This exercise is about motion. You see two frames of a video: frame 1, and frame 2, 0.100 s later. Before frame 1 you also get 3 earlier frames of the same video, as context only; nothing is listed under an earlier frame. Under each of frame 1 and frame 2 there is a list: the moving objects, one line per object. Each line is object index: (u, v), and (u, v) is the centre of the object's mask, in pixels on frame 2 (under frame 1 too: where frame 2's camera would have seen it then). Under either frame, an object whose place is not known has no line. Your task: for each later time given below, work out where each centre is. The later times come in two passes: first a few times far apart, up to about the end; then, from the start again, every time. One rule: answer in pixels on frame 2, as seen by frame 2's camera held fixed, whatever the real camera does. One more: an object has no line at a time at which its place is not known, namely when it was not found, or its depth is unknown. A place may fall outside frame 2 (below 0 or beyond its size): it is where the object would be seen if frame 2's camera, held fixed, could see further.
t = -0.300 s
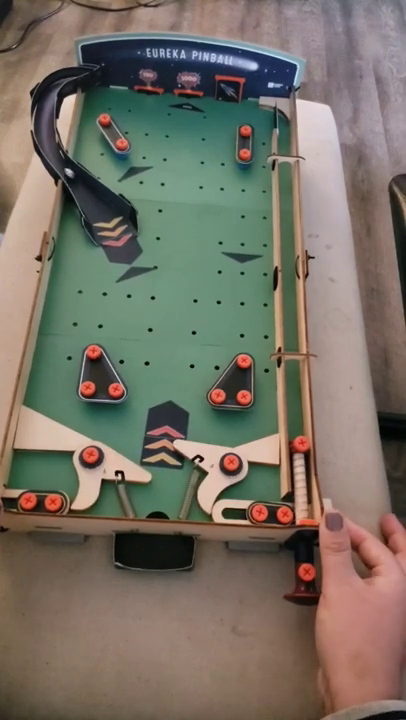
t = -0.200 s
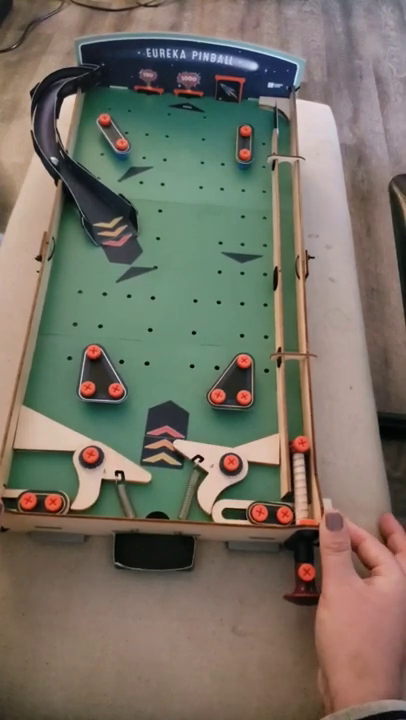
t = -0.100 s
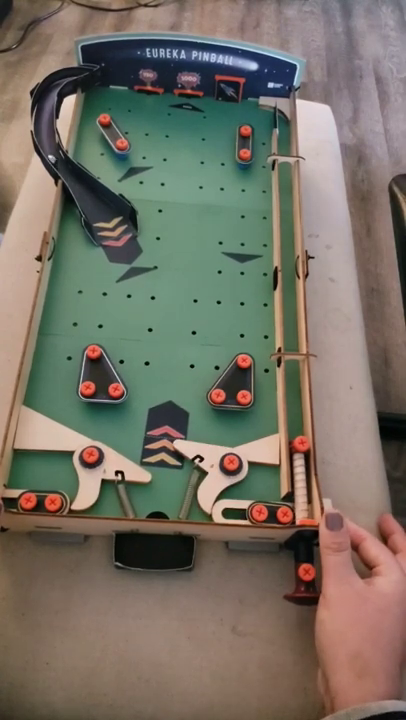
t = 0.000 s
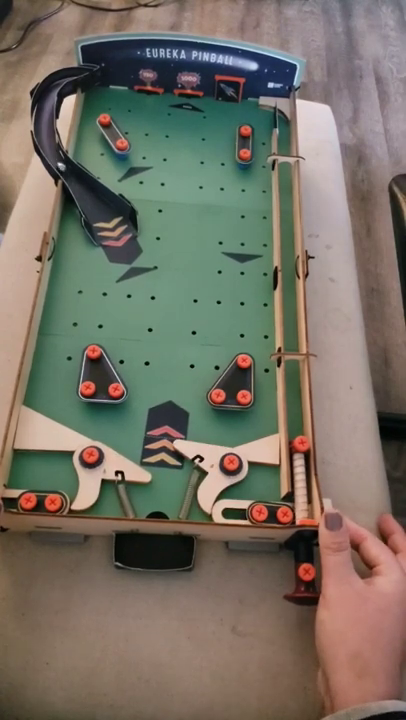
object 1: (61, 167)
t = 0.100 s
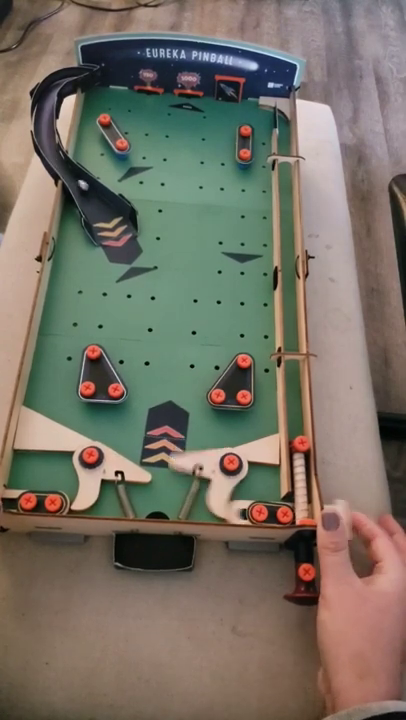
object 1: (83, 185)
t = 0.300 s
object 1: (149, 253)
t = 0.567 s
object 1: (196, 361)
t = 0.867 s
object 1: (177, 347)
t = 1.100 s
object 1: (238, 346)
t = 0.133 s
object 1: (92, 194)
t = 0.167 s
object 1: (103, 204)
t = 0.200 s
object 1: (115, 214)
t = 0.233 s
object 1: (128, 226)
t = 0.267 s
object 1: (138, 239)
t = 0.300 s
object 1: (149, 253)
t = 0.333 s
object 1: (162, 267)
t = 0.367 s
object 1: (175, 283)
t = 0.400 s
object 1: (188, 300)
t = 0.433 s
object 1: (195, 309)
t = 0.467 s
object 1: (209, 328)
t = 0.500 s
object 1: (223, 348)
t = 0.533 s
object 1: (219, 358)
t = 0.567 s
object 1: (196, 361)
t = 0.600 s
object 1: (175, 367)
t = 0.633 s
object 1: (155, 373)
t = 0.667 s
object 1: (136, 380)
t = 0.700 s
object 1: (130, 378)
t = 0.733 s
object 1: (142, 369)
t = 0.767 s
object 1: (151, 361)
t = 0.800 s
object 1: (160, 355)
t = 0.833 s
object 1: (168, 351)
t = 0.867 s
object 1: (177, 347)
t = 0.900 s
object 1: (185, 344)
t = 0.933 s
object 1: (193, 342)
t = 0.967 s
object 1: (202, 341)
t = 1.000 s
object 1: (211, 342)
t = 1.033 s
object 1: (220, 342)
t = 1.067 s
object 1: (229, 344)
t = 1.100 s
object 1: (238, 346)
